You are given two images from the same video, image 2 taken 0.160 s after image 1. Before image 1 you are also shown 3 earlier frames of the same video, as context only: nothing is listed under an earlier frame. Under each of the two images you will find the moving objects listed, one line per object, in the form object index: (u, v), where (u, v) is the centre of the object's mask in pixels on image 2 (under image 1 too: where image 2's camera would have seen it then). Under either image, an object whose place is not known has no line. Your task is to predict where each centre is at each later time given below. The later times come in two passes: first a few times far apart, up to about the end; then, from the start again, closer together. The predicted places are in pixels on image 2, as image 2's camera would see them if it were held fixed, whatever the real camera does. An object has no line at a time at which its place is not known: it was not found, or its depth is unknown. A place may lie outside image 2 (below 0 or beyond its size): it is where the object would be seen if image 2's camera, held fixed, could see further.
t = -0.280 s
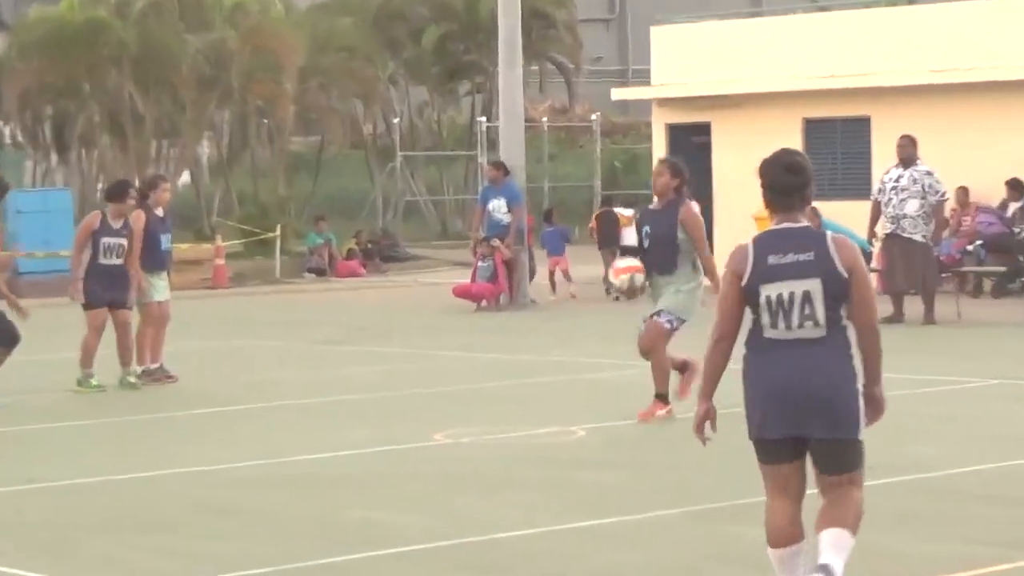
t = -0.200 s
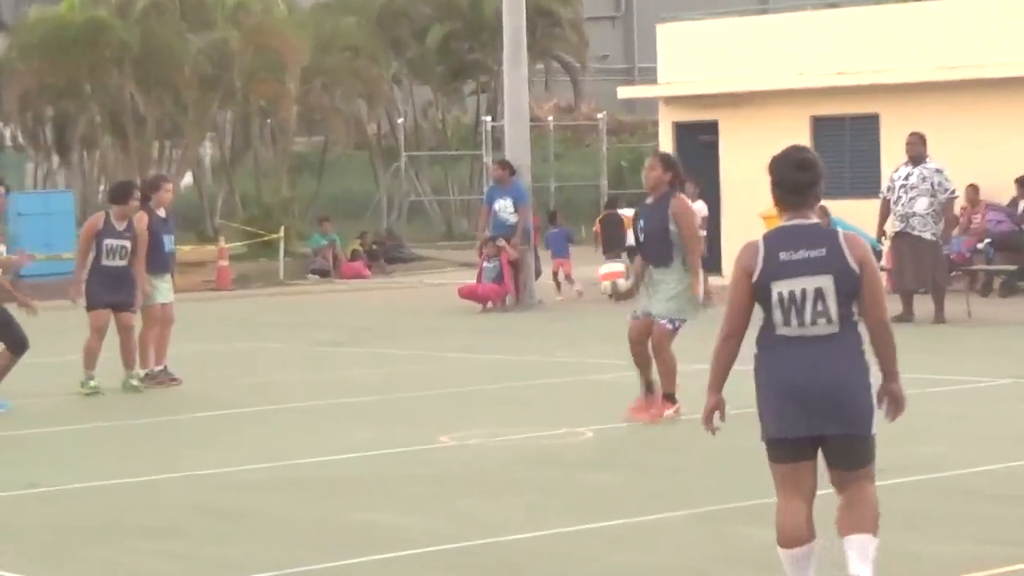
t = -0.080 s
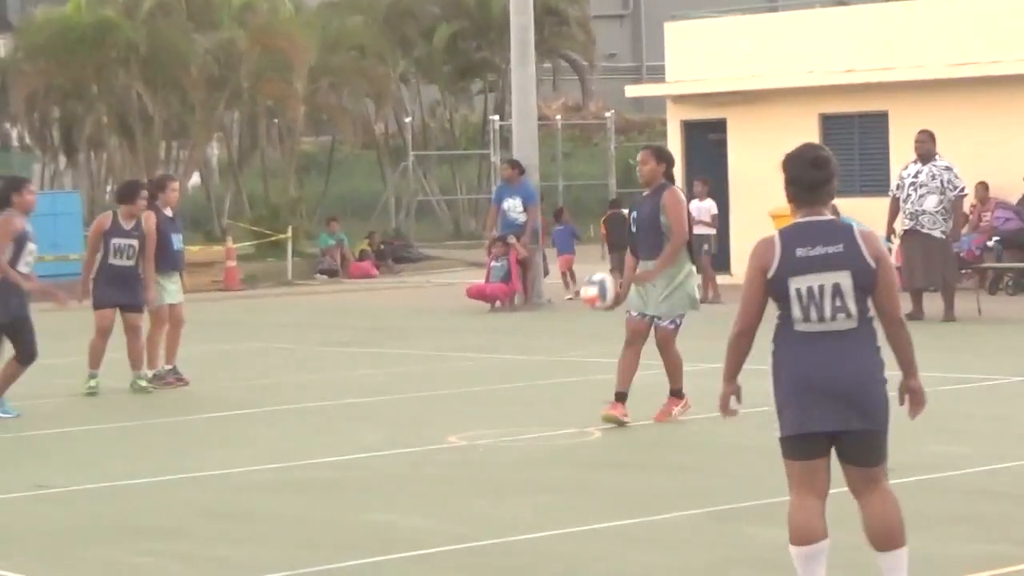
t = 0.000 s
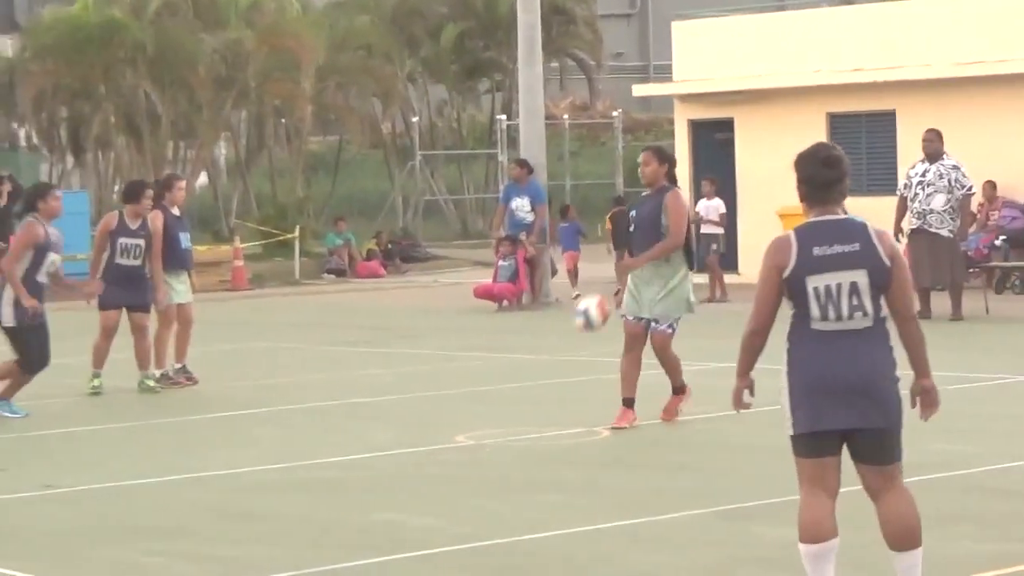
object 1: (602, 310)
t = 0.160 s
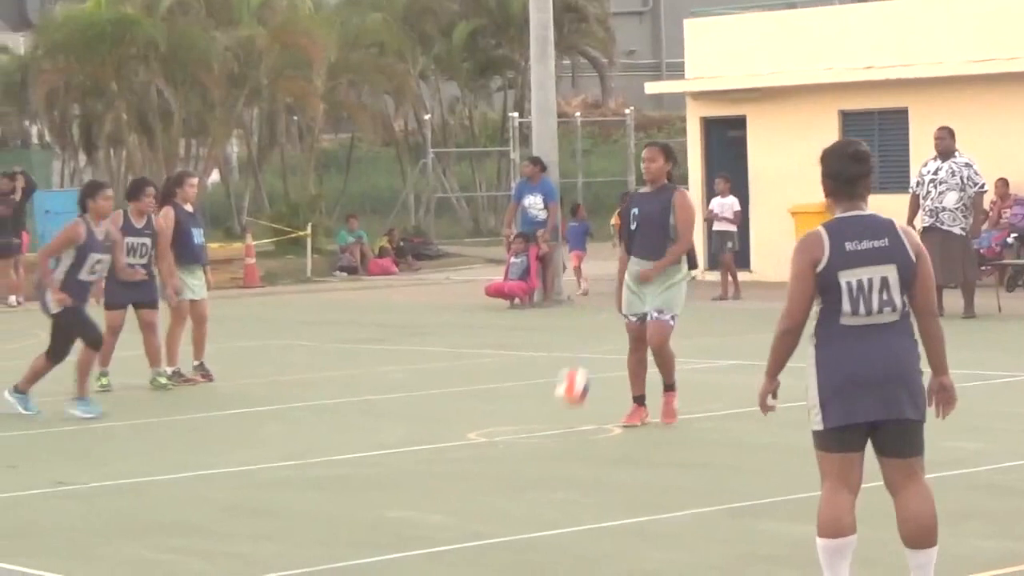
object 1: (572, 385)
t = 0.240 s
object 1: (559, 386)
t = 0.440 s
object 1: (532, 330)
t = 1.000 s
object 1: (459, 367)
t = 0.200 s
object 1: (565, 404)
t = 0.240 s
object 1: (559, 386)
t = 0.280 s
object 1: (553, 371)
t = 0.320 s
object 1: (548, 356)
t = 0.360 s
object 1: (543, 345)
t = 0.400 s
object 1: (537, 337)
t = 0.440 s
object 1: (532, 330)
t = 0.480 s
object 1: (528, 326)
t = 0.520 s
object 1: (524, 325)
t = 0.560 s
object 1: (519, 326)
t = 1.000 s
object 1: (459, 367)
